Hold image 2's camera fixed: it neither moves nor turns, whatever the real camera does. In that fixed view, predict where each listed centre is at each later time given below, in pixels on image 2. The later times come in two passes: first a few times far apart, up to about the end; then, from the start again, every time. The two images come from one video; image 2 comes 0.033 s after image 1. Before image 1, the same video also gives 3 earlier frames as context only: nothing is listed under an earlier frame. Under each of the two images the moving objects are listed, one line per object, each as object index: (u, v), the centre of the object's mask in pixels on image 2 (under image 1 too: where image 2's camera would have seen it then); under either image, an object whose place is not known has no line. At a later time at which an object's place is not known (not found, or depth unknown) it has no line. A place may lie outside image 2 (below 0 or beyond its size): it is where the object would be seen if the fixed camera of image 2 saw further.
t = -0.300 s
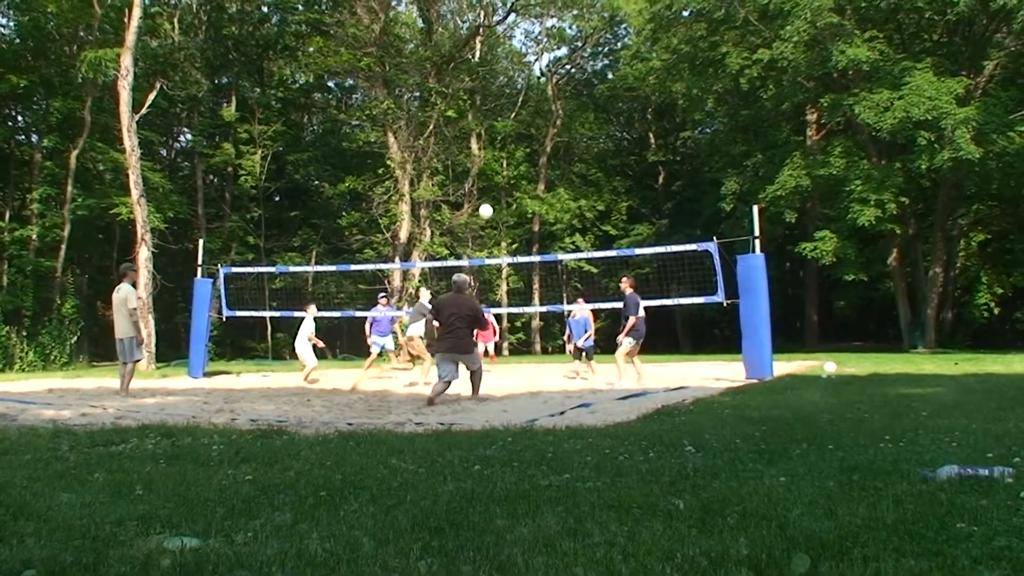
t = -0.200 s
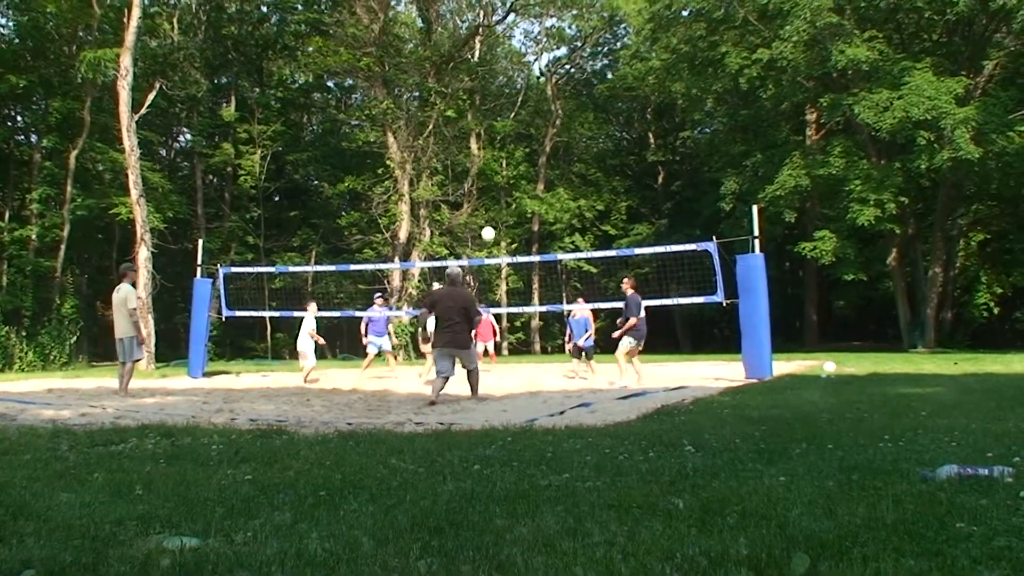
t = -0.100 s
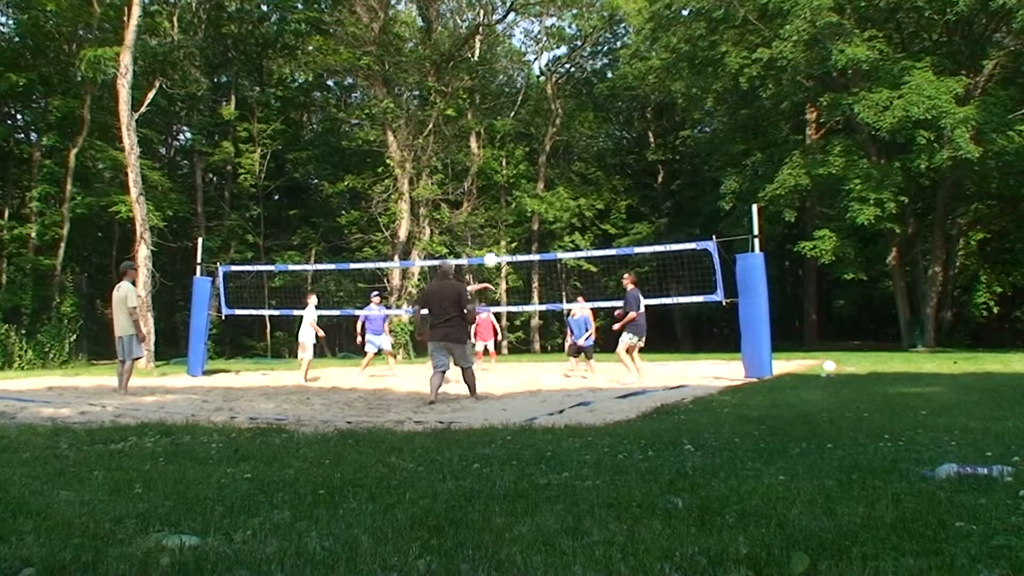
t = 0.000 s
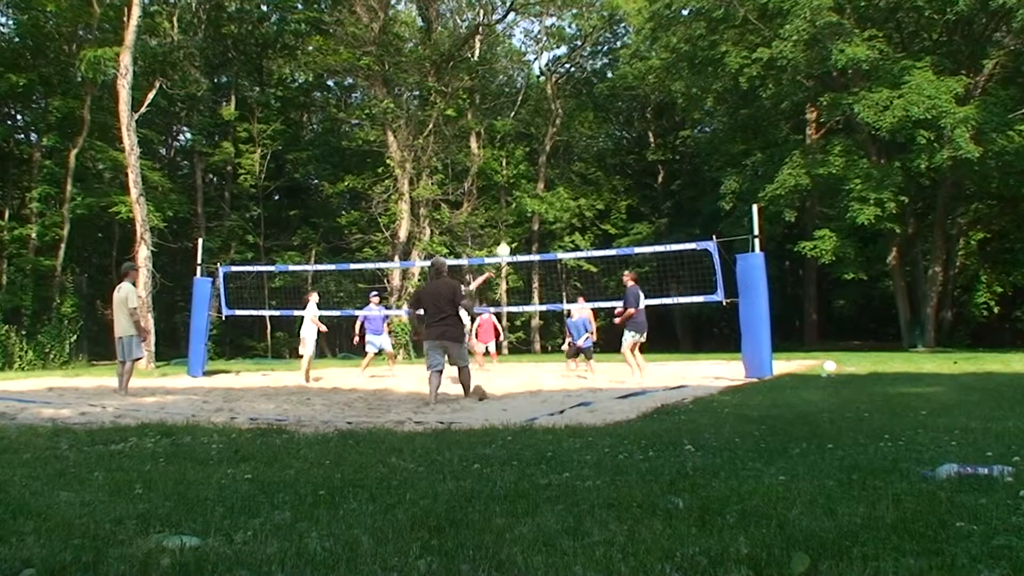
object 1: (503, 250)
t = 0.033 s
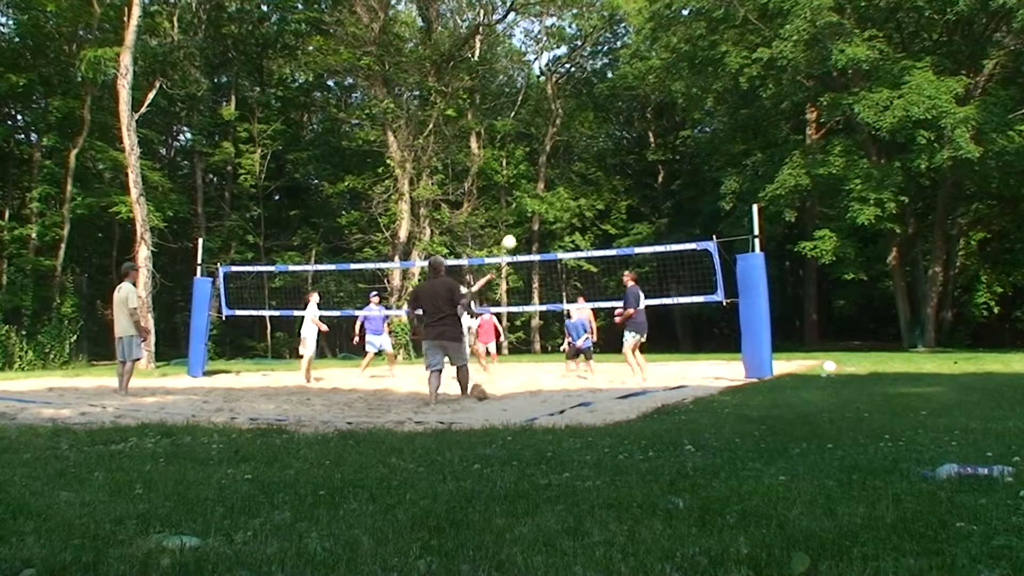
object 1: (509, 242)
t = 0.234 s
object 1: (542, 202)
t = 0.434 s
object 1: (573, 188)
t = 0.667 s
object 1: (605, 199)
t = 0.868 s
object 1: (630, 230)
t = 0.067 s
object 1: (515, 233)
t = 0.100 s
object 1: (520, 225)
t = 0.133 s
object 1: (526, 218)
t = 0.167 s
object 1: (532, 212)
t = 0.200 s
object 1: (537, 206)
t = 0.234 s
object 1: (542, 202)
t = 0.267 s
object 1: (548, 198)
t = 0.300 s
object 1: (553, 195)
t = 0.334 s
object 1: (558, 192)
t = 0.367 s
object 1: (563, 190)
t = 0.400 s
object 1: (568, 189)
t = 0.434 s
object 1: (573, 188)
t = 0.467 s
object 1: (578, 188)
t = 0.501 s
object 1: (583, 188)
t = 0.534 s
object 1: (587, 190)
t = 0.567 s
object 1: (592, 191)
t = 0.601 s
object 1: (596, 193)
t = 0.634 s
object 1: (601, 196)
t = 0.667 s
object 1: (605, 199)
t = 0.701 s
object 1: (610, 203)
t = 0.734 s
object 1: (614, 208)
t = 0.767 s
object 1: (618, 213)
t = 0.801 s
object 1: (622, 218)
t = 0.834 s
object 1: (626, 224)
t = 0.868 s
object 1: (630, 230)
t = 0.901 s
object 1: (634, 237)
